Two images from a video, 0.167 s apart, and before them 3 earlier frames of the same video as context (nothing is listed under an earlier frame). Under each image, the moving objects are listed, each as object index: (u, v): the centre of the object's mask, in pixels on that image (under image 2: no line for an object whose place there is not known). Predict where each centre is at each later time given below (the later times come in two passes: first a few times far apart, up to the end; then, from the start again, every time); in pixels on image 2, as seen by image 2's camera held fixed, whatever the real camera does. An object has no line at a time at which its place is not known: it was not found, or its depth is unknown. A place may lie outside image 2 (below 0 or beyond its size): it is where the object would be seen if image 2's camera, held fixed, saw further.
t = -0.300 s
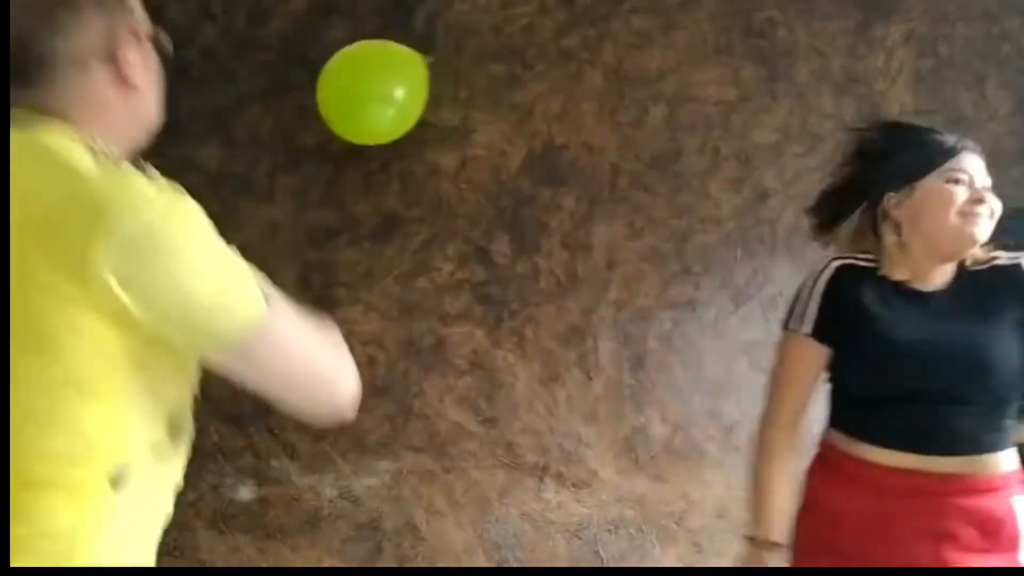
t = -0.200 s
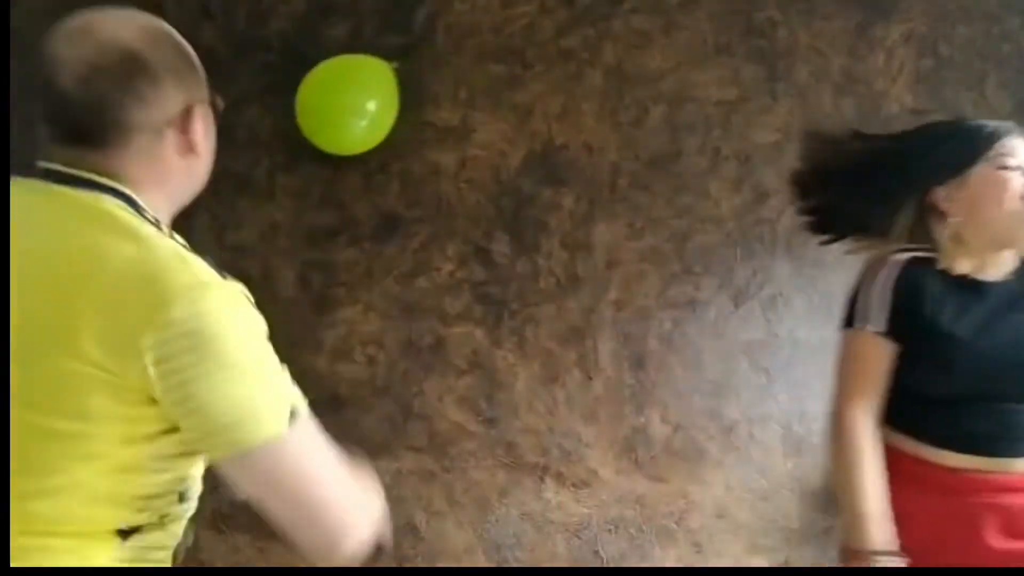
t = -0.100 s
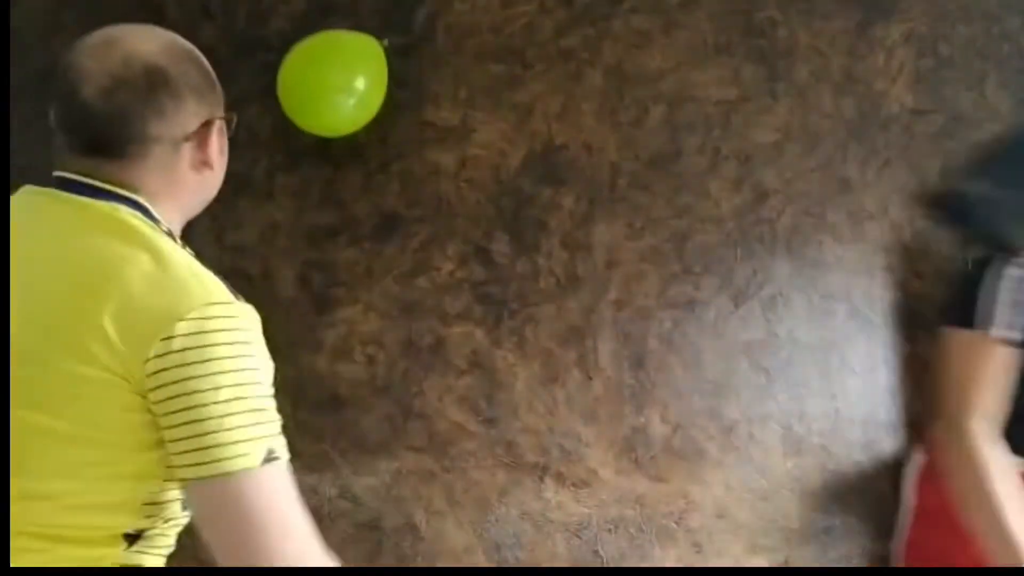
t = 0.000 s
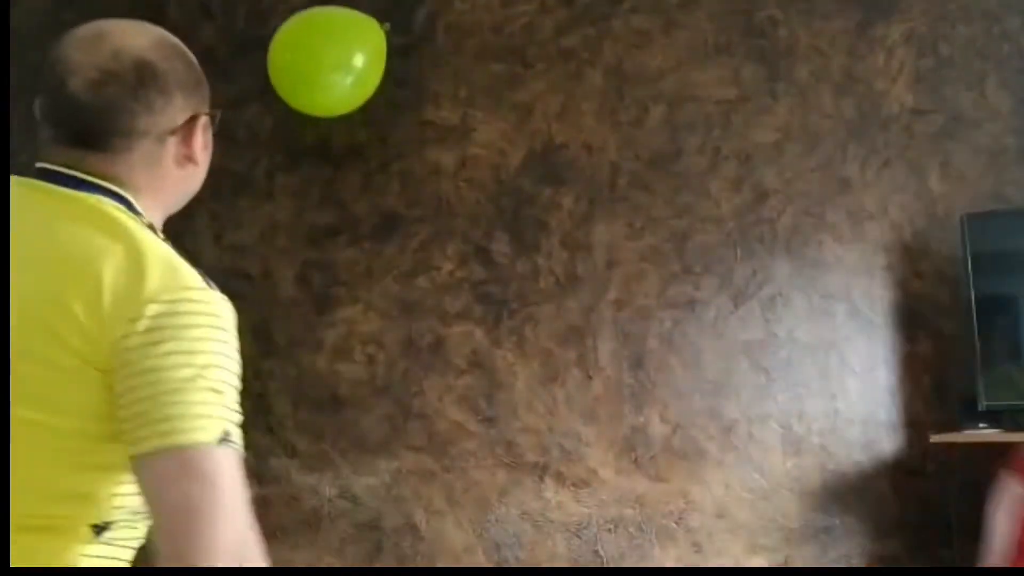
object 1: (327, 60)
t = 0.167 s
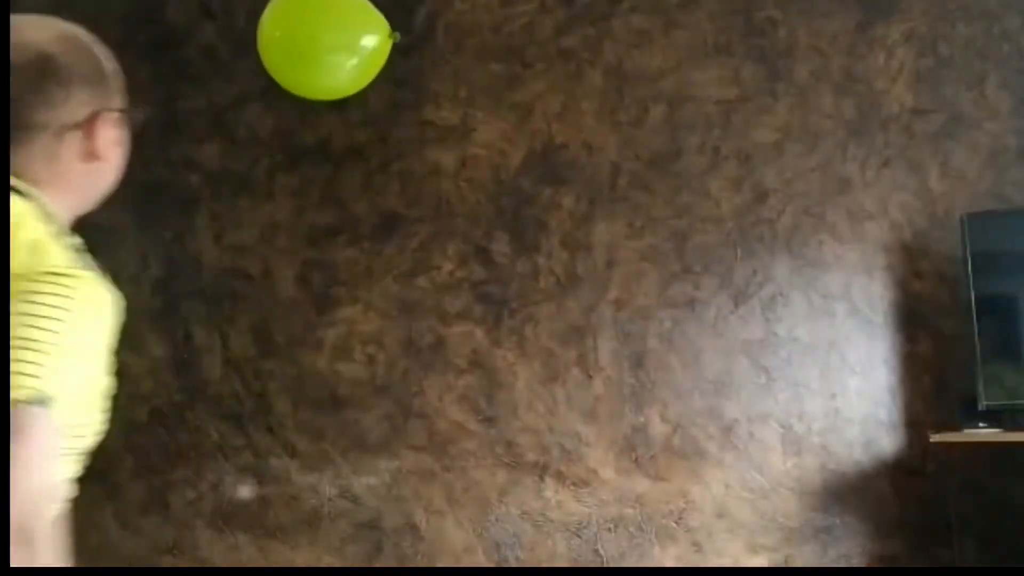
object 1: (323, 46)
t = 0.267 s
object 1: (324, 48)
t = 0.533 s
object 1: (328, 100)
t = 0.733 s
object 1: (337, 201)
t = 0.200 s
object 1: (323, 46)
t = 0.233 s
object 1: (324, 47)
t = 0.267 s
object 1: (324, 48)
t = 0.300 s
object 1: (324, 50)
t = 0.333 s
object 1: (325, 54)
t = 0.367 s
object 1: (325, 58)
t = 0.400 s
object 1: (325, 62)
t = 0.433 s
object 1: (326, 69)
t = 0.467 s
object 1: (326, 77)
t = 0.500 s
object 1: (327, 88)
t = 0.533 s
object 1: (328, 100)
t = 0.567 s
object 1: (329, 114)
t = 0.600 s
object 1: (330, 129)
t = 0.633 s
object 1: (331, 145)
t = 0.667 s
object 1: (333, 163)
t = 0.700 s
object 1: (335, 181)
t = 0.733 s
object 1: (337, 201)
